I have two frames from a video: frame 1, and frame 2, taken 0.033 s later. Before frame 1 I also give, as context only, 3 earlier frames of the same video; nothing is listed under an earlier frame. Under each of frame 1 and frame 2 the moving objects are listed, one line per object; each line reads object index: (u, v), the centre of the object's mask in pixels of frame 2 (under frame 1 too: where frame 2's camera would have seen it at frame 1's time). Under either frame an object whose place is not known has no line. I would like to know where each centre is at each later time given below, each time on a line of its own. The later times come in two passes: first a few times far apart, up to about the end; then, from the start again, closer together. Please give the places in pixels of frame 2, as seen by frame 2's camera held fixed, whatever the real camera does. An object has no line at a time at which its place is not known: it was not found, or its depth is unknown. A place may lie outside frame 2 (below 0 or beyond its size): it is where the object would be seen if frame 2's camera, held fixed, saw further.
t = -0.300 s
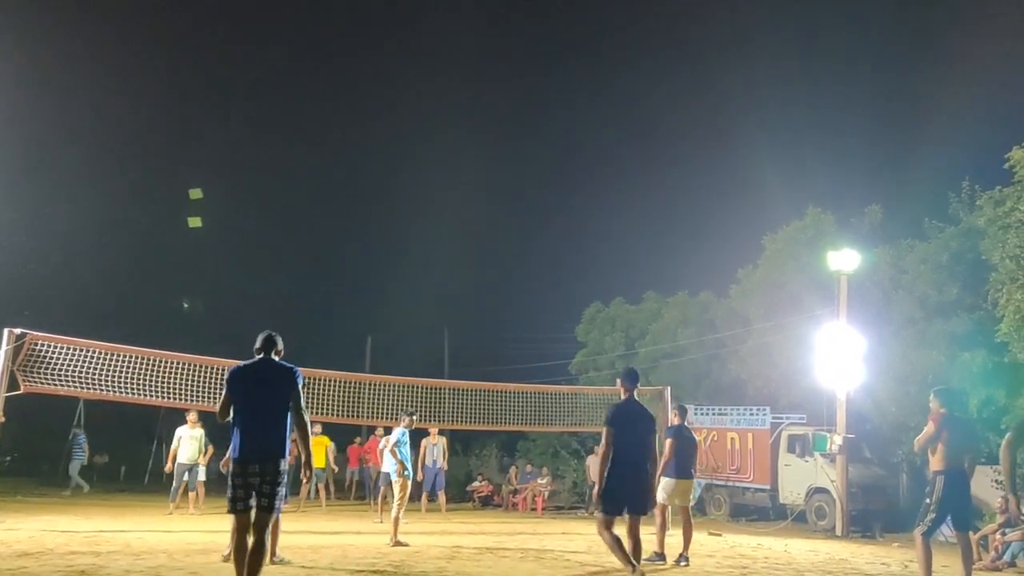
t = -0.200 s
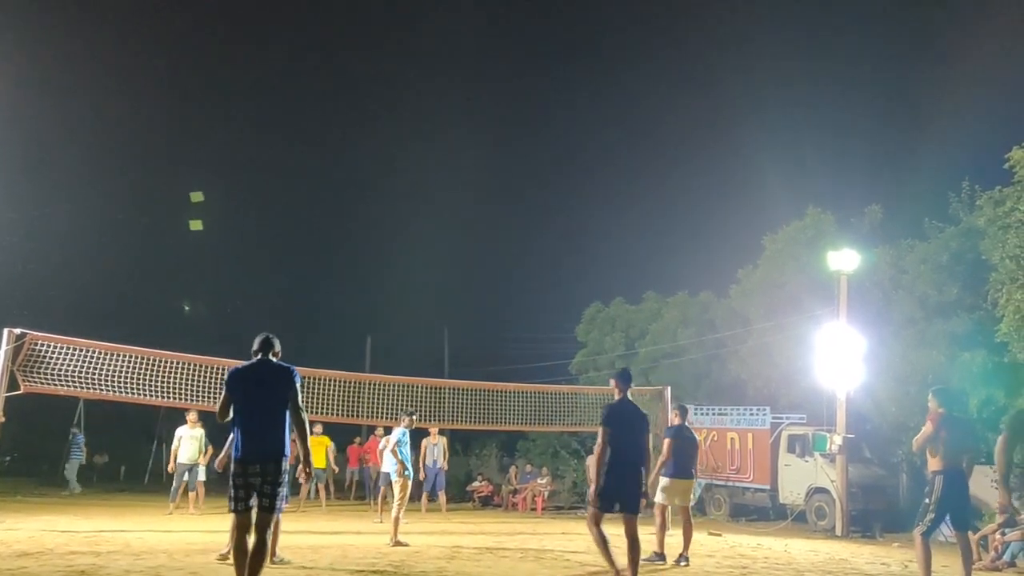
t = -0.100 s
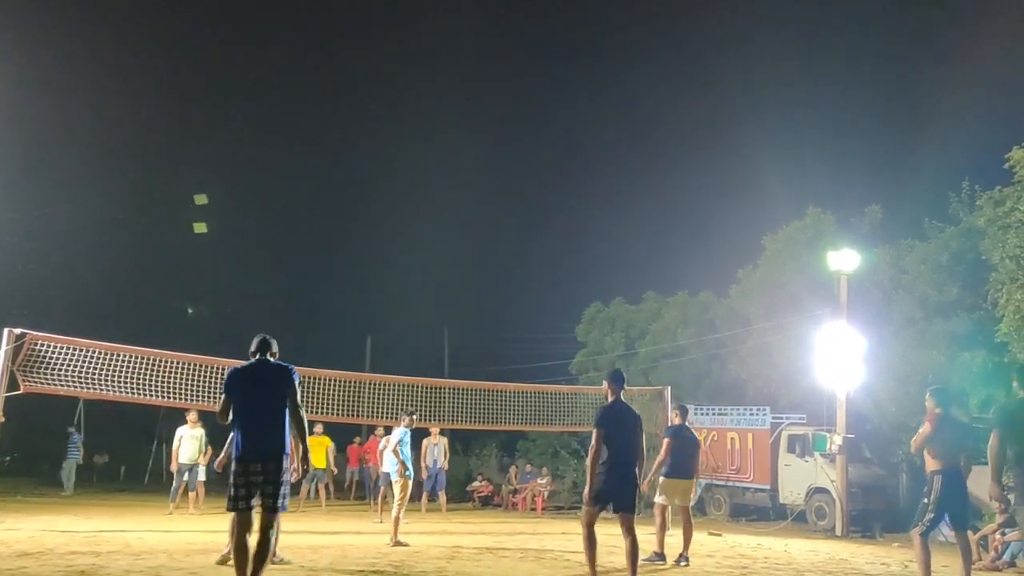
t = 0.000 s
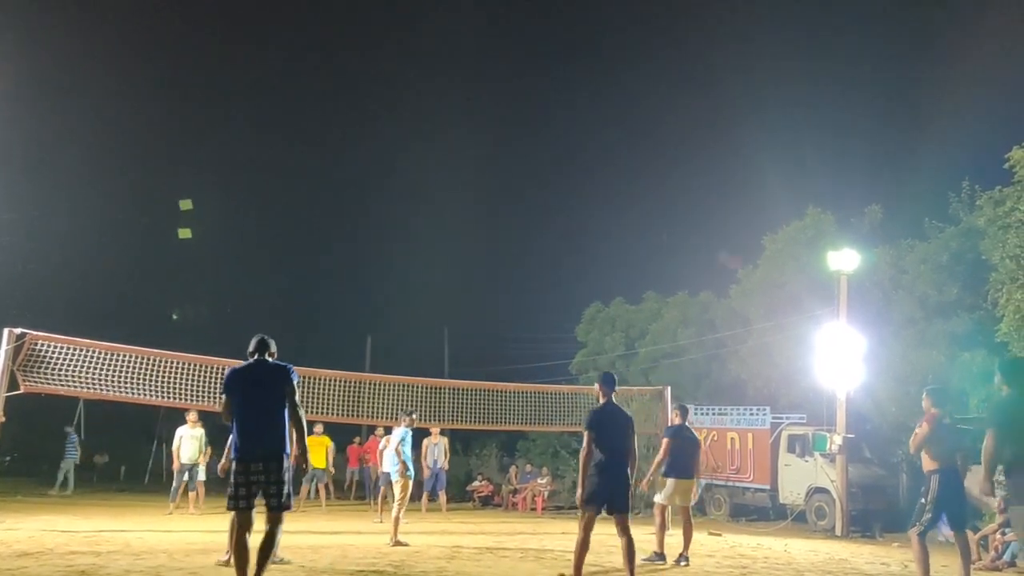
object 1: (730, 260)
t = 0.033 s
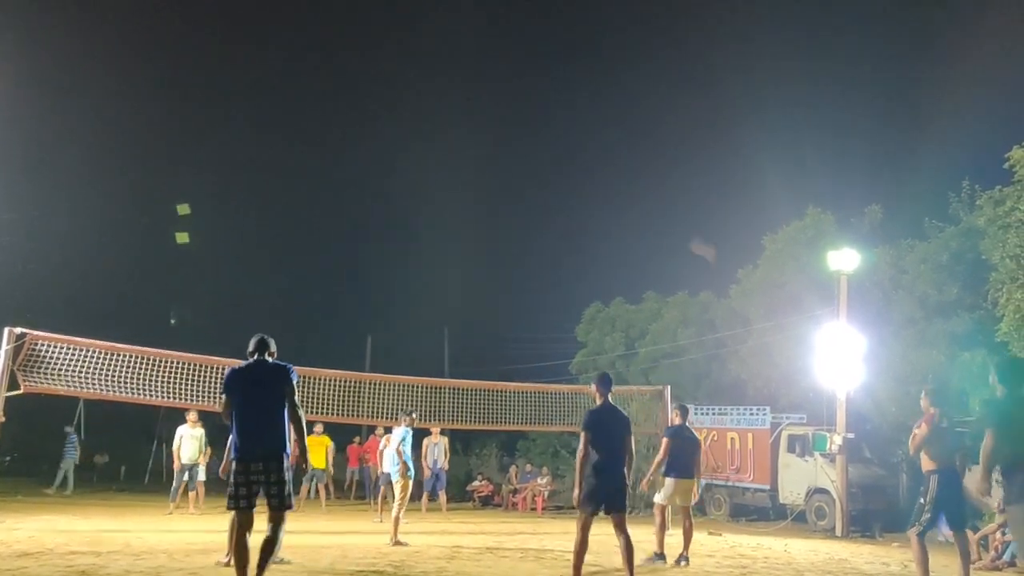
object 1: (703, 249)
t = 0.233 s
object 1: (579, 216)
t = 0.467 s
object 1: (479, 225)
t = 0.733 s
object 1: (403, 267)
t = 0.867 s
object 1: (374, 297)
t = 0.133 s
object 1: (636, 227)
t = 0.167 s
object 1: (616, 223)
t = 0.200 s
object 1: (597, 219)
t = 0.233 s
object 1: (579, 216)
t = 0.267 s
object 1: (562, 214)
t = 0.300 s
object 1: (546, 215)
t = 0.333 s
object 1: (531, 215)
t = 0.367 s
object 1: (517, 216)
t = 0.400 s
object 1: (504, 219)
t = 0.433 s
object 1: (491, 222)
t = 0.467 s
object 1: (479, 225)
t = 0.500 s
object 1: (468, 229)
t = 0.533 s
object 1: (457, 233)
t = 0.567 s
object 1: (447, 238)
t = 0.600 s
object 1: (438, 243)
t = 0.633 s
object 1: (428, 248)
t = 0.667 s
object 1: (419, 254)
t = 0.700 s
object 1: (411, 260)
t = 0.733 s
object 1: (403, 267)
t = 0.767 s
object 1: (395, 274)
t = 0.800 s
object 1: (388, 281)
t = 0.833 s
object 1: (381, 289)
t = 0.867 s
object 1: (374, 297)
